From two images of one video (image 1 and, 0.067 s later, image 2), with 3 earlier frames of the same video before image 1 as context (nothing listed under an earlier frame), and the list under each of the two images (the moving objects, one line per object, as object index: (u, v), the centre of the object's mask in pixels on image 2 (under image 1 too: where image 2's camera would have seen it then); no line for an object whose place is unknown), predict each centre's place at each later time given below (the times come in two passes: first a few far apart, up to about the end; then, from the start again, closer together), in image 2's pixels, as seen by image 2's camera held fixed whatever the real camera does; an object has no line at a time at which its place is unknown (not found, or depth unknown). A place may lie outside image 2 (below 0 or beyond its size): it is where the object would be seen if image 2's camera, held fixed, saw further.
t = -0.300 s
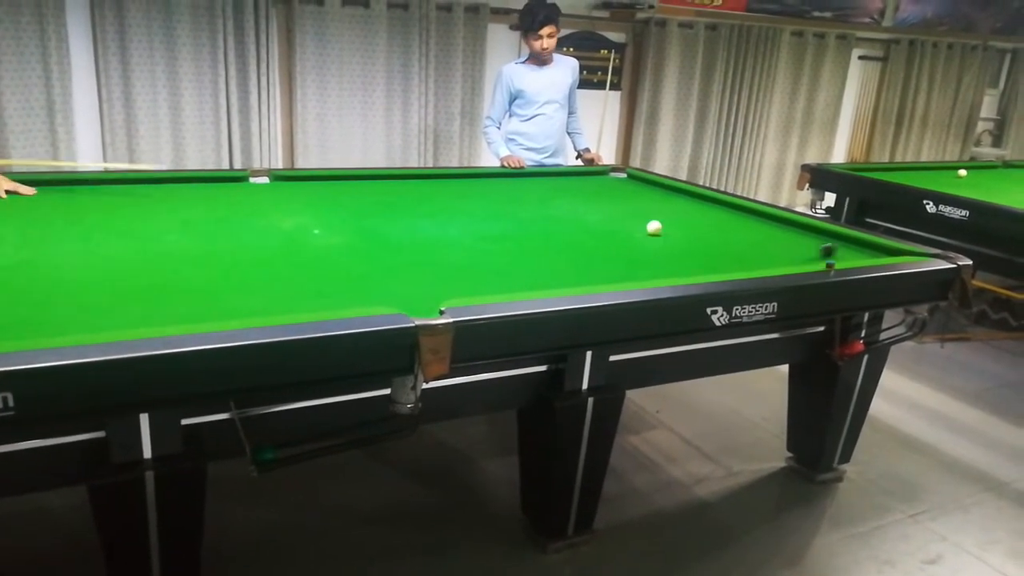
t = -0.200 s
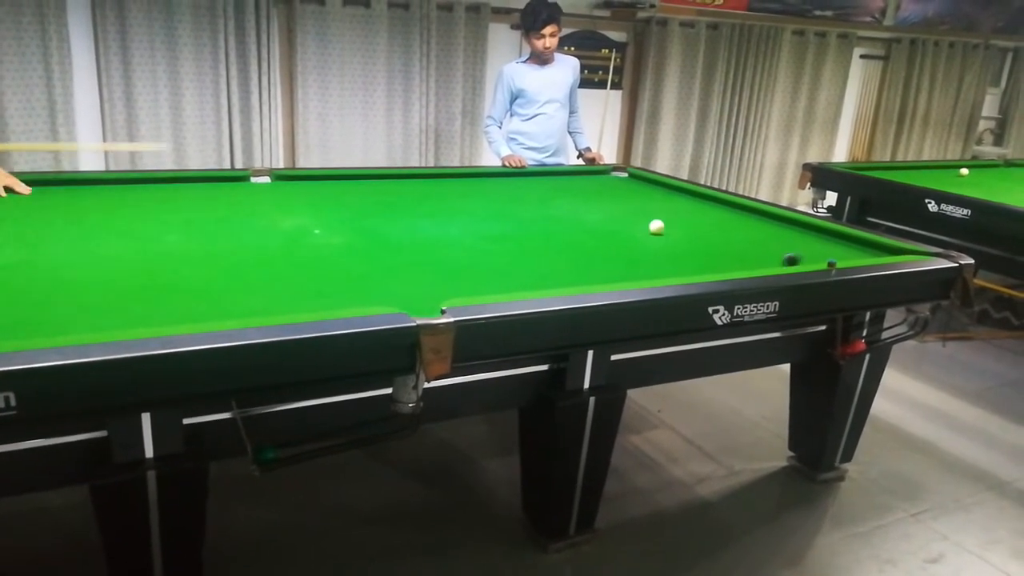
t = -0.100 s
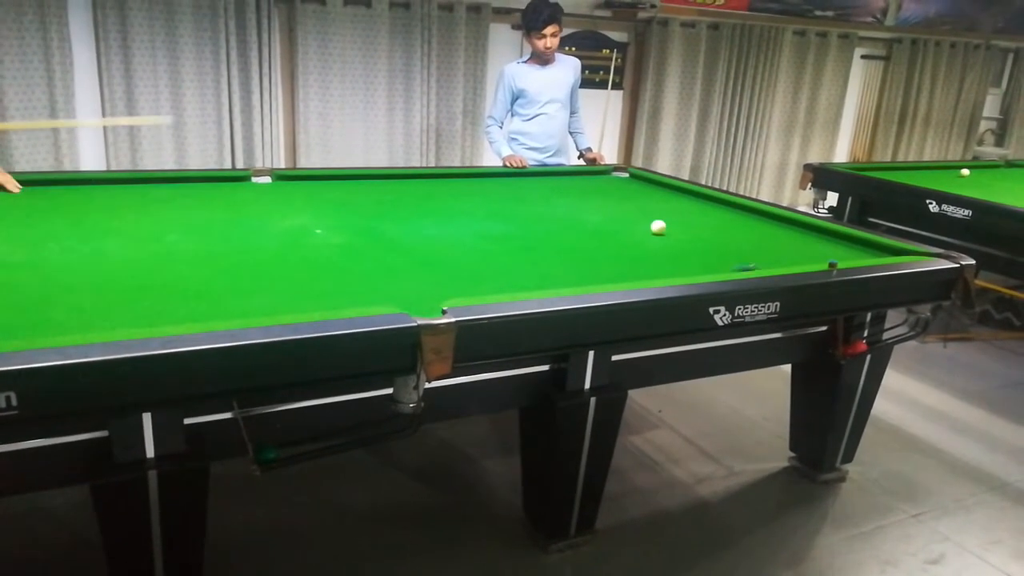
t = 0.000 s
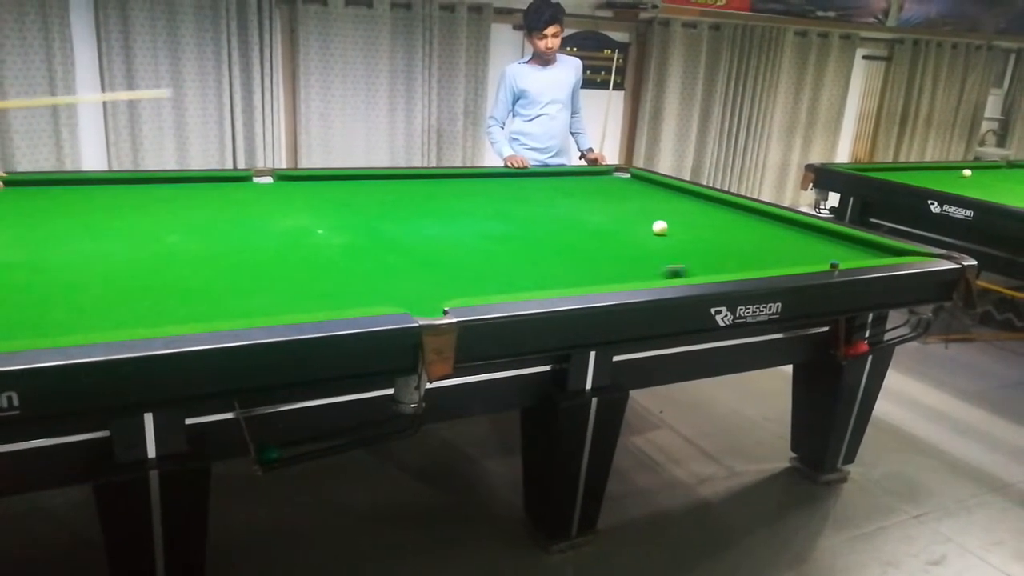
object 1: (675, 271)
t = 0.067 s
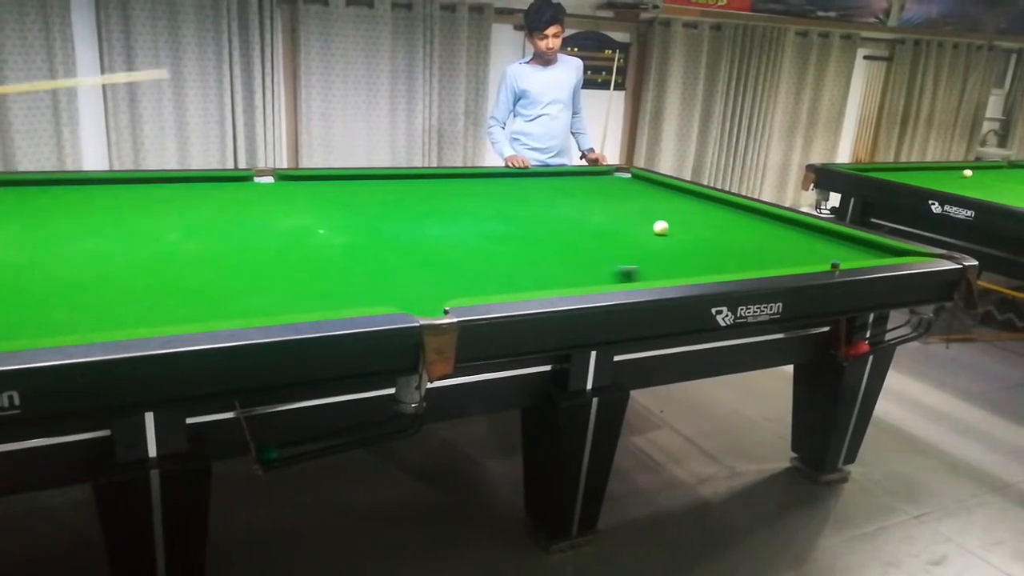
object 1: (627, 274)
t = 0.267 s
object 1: (473, 277)
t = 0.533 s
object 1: (242, 280)
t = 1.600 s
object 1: (-133, 235)
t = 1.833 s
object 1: (16, 214)
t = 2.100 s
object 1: (146, 197)
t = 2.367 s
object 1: (253, 184)
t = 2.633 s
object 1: (318, 183)
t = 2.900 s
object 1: (373, 192)
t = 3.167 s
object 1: (429, 202)
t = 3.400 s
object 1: (481, 210)
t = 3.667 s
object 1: (541, 221)
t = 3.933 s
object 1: (603, 231)
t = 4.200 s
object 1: (669, 241)
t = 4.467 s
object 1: (734, 252)
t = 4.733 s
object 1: (800, 261)
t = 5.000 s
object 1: (819, 258)
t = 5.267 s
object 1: (809, 250)
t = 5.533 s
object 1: (800, 243)
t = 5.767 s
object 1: (793, 237)
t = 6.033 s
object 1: (787, 231)
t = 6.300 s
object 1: (781, 227)
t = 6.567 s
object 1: (777, 223)
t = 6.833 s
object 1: (773, 220)
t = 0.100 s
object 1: (602, 275)
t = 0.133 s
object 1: (577, 276)
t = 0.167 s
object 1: (552, 276)
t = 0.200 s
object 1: (526, 276)
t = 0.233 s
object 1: (500, 276)
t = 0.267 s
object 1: (473, 277)
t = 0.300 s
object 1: (446, 277)
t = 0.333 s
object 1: (418, 277)
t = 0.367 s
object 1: (390, 277)
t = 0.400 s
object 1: (361, 277)
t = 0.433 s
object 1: (332, 277)
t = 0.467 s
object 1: (303, 279)
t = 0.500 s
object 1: (273, 279)
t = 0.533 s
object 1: (242, 280)
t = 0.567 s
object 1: (211, 280)
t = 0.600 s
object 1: (179, 280)
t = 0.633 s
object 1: (146, 281)
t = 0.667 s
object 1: (114, 281)
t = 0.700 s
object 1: (79, 281)
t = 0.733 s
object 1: (44, 281)
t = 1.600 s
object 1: (-133, 235)
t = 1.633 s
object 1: (-111, 232)
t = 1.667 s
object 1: (-88, 229)
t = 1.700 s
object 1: (-66, 226)
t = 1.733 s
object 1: (-44, 223)
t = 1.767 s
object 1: (-23, 220)
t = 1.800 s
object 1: (-3, 217)
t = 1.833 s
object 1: (16, 214)
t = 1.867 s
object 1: (34, 212)
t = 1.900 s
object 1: (52, 210)
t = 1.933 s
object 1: (69, 207)
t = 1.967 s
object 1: (85, 205)
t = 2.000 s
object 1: (101, 203)
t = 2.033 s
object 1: (116, 201)
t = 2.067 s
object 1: (131, 199)
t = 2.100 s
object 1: (146, 197)
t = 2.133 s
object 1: (159, 195)
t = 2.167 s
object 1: (172, 194)
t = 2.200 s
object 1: (197, 190)
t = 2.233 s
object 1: (209, 189)
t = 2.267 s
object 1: (221, 188)
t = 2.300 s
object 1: (231, 186)
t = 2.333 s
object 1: (243, 185)
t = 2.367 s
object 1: (253, 184)
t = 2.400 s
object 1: (264, 180)
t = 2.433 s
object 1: (273, 180)
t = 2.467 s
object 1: (282, 179)
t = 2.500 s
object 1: (291, 178)
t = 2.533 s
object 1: (298, 179)
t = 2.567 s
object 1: (305, 181)
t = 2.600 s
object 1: (311, 182)
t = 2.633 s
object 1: (318, 183)
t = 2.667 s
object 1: (325, 185)
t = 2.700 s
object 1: (332, 186)
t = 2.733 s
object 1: (338, 187)
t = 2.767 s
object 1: (345, 188)
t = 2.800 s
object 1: (352, 189)
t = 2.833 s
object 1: (359, 190)
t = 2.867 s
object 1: (366, 191)
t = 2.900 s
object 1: (373, 192)
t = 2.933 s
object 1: (380, 193)
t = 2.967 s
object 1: (387, 195)
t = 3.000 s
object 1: (394, 196)
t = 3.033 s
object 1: (401, 197)
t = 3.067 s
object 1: (408, 198)
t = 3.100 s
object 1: (415, 200)
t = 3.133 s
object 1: (422, 201)
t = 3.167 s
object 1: (429, 202)
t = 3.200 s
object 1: (437, 203)
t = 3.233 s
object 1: (444, 205)
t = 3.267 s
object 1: (451, 206)
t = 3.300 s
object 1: (458, 207)
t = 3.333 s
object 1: (466, 208)
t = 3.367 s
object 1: (473, 209)
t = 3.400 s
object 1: (481, 210)
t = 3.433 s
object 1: (488, 212)
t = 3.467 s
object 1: (495, 214)
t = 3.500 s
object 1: (503, 214)
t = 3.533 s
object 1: (511, 216)
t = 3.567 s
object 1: (518, 217)
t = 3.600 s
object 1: (526, 218)
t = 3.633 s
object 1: (533, 219)
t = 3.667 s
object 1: (541, 221)
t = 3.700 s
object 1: (549, 222)
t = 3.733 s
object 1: (556, 223)
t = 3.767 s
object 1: (565, 225)
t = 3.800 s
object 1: (572, 226)
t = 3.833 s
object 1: (580, 227)
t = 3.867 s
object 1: (588, 228)
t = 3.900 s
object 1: (595, 230)
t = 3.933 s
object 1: (603, 231)
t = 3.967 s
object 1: (611, 232)
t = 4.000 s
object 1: (619, 233)
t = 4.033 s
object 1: (627, 234)
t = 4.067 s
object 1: (636, 236)
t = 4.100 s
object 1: (644, 237)
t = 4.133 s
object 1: (653, 238)
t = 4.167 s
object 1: (660, 240)
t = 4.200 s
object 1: (669, 241)
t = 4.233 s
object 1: (676, 242)
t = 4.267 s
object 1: (685, 244)
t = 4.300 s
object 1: (693, 245)
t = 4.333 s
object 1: (701, 246)
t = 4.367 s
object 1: (709, 248)
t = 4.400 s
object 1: (717, 249)
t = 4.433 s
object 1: (726, 250)
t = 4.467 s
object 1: (734, 252)
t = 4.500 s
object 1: (742, 253)
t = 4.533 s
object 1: (751, 254)
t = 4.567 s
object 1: (759, 256)
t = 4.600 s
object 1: (767, 257)
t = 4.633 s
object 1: (776, 259)
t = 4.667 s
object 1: (784, 260)
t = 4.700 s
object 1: (792, 260)
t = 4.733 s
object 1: (800, 261)
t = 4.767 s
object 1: (808, 261)
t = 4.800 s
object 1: (816, 261)
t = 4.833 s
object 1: (825, 261)
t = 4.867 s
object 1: (825, 261)
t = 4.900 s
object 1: (824, 260)
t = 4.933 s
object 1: (822, 260)
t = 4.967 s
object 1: (821, 259)
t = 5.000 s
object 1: (819, 258)
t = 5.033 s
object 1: (818, 257)
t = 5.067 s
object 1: (816, 257)
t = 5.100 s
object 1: (815, 256)
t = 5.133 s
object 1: (814, 255)
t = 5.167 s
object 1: (812, 254)
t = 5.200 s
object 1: (811, 252)
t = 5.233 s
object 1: (810, 251)
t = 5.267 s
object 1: (809, 250)
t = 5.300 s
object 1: (808, 249)
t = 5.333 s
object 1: (806, 248)
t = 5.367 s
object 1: (806, 247)
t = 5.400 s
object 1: (804, 247)
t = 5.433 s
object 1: (803, 245)
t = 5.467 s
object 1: (802, 244)
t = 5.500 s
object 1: (801, 243)
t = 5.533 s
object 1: (800, 243)
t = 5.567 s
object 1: (799, 242)
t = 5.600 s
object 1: (798, 241)
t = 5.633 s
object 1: (797, 240)
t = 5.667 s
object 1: (796, 239)
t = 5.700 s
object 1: (795, 238)
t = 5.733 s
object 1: (794, 237)
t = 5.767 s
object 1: (793, 237)
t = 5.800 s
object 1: (792, 236)
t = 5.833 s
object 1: (791, 235)
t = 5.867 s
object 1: (791, 235)
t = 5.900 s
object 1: (790, 234)
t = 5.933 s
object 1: (789, 233)
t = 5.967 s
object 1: (788, 233)
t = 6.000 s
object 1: (787, 232)
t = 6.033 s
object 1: (787, 231)
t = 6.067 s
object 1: (786, 231)
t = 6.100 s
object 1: (785, 230)
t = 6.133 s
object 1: (785, 229)
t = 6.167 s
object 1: (784, 229)
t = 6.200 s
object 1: (783, 228)
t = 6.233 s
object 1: (783, 227)
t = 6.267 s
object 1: (782, 227)
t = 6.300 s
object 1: (781, 227)
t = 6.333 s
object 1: (780, 226)
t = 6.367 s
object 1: (780, 225)
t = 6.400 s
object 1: (779, 225)
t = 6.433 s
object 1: (779, 224)
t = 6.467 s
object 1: (778, 224)
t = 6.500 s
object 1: (778, 223)
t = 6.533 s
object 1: (778, 223)
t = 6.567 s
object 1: (777, 223)
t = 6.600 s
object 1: (776, 222)
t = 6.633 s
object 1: (776, 222)
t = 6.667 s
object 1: (775, 221)
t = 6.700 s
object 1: (775, 221)
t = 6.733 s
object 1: (775, 221)
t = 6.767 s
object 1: (773, 220)
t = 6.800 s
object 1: (773, 220)
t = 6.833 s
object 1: (773, 220)
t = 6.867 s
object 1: (772, 219)
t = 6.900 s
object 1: (772, 219)
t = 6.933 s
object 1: (771, 219)
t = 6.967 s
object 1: (771, 218)
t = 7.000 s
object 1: (770, 218)
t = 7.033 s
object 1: (770, 217)
